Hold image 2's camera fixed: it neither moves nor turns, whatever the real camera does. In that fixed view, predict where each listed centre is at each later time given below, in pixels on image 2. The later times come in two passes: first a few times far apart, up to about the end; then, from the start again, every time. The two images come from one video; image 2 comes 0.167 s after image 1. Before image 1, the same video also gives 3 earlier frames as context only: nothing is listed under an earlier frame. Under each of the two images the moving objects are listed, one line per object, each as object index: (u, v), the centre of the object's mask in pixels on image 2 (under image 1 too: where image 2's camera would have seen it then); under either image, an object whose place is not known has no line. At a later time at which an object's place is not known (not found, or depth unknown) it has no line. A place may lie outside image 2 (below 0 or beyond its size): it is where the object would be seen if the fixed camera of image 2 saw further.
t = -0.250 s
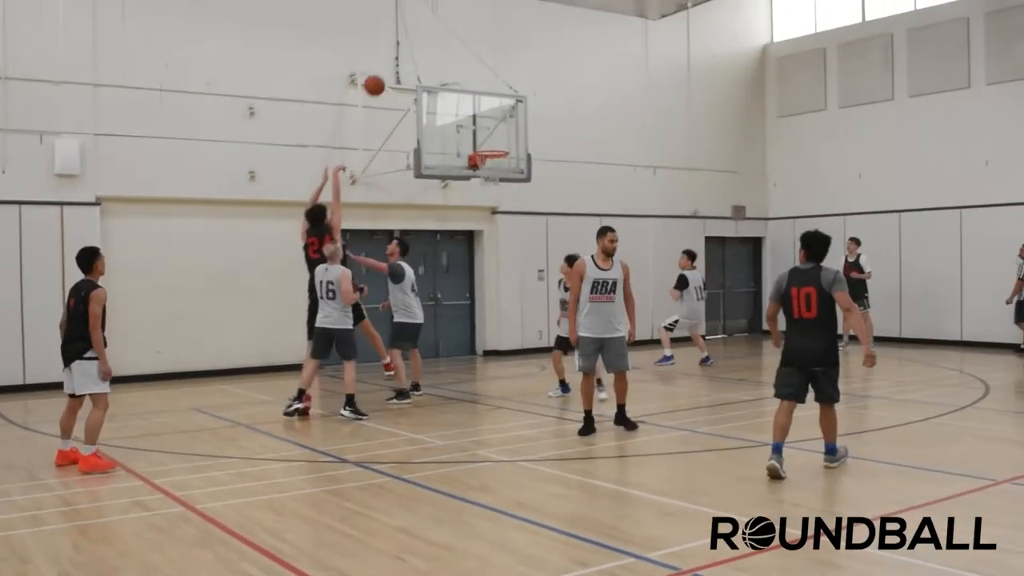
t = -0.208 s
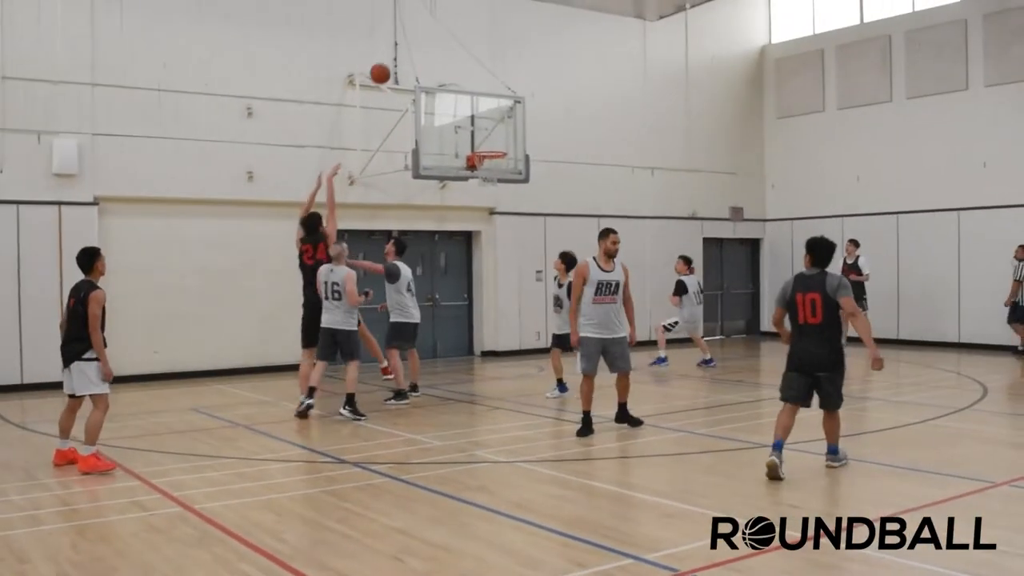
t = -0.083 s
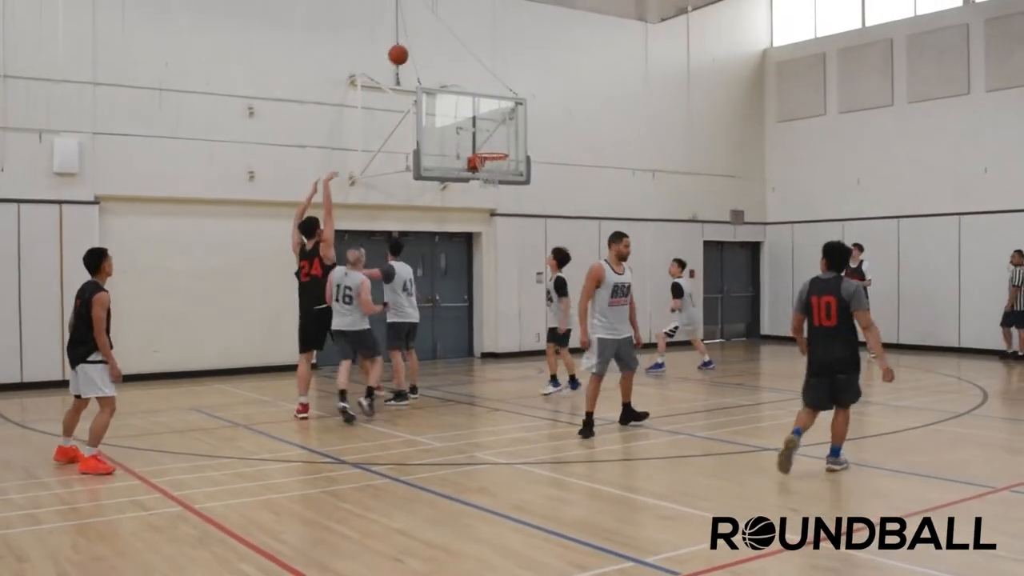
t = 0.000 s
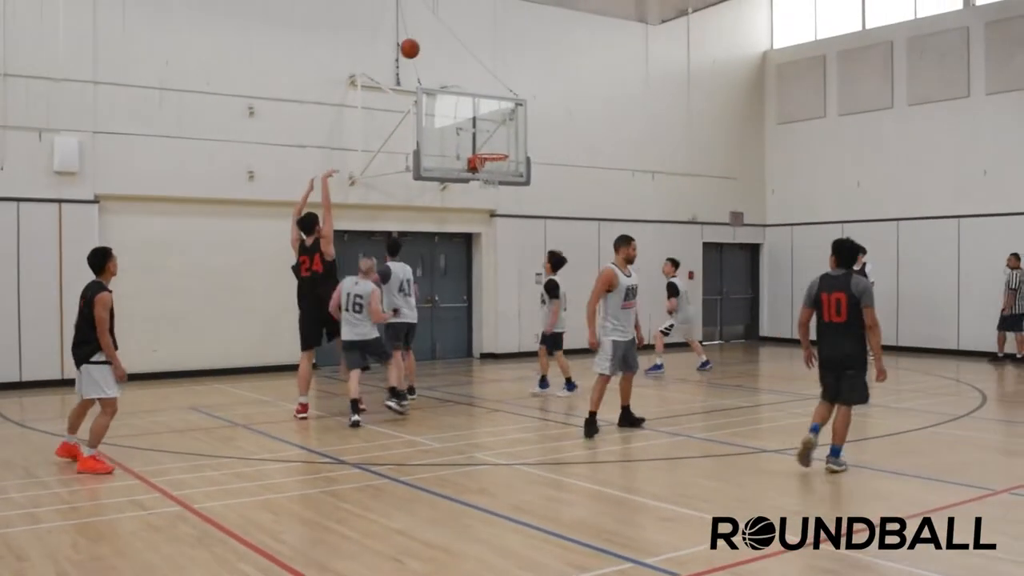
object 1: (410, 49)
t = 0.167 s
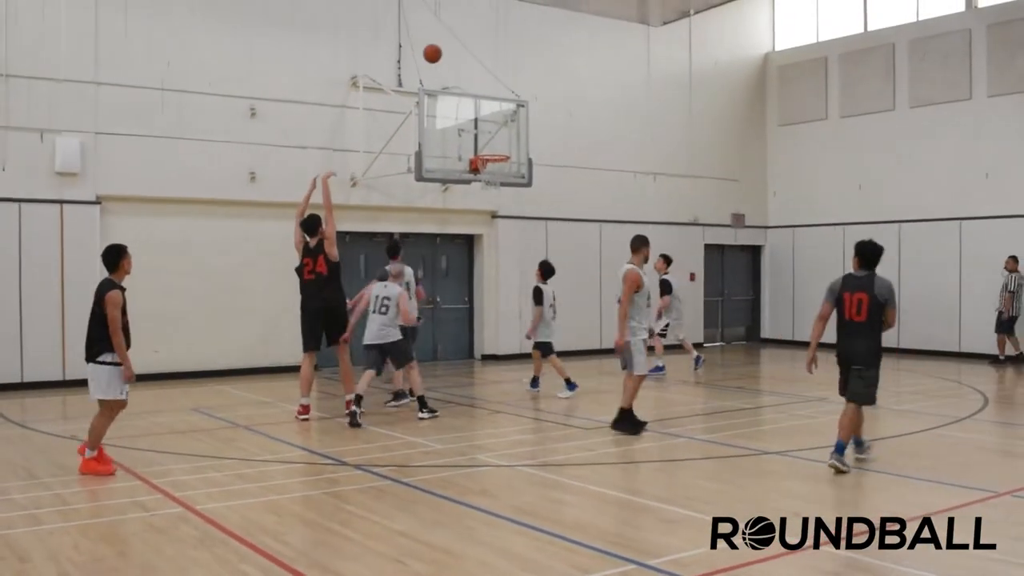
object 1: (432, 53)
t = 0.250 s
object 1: (442, 63)
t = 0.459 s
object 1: (465, 110)
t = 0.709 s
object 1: (477, 123)
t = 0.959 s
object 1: (476, 104)
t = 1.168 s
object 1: (479, 114)
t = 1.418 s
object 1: (488, 153)
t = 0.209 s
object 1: (438, 59)
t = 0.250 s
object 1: (442, 63)
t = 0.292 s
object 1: (447, 71)
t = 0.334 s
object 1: (451, 78)
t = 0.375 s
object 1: (457, 88)
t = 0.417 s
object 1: (460, 96)
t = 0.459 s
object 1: (465, 110)
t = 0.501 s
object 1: (469, 120)
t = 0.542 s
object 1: (474, 136)
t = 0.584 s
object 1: (477, 147)
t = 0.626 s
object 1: (477, 139)
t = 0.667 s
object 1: (477, 132)
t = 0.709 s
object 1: (477, 123)
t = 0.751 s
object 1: (477, 118)
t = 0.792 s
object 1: (477, 112)
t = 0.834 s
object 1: (477, 108)
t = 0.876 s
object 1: (476, 105)
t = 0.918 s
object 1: (476, 104)
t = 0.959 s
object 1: (476, 104)
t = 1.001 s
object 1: (476, 104)
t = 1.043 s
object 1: (476, 107)
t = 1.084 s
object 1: (477, 108)
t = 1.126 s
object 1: (478, 111)
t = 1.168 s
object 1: (479, 114)
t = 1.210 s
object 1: (480, 120)
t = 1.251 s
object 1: (481, 125)
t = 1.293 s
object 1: (482, 134)
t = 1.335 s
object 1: (483, 140)
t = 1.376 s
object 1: (484, 151)
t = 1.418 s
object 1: (488, 153)
